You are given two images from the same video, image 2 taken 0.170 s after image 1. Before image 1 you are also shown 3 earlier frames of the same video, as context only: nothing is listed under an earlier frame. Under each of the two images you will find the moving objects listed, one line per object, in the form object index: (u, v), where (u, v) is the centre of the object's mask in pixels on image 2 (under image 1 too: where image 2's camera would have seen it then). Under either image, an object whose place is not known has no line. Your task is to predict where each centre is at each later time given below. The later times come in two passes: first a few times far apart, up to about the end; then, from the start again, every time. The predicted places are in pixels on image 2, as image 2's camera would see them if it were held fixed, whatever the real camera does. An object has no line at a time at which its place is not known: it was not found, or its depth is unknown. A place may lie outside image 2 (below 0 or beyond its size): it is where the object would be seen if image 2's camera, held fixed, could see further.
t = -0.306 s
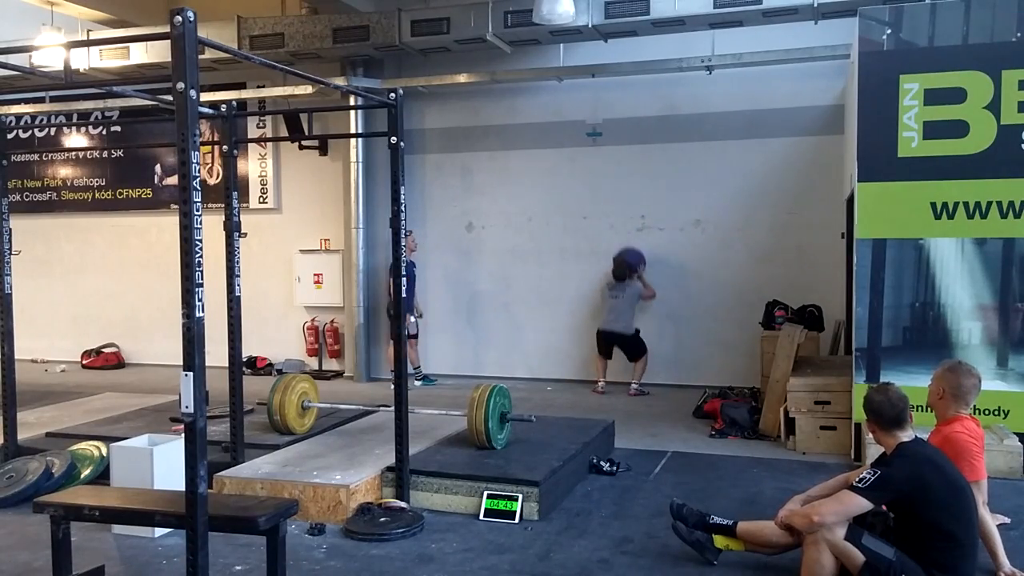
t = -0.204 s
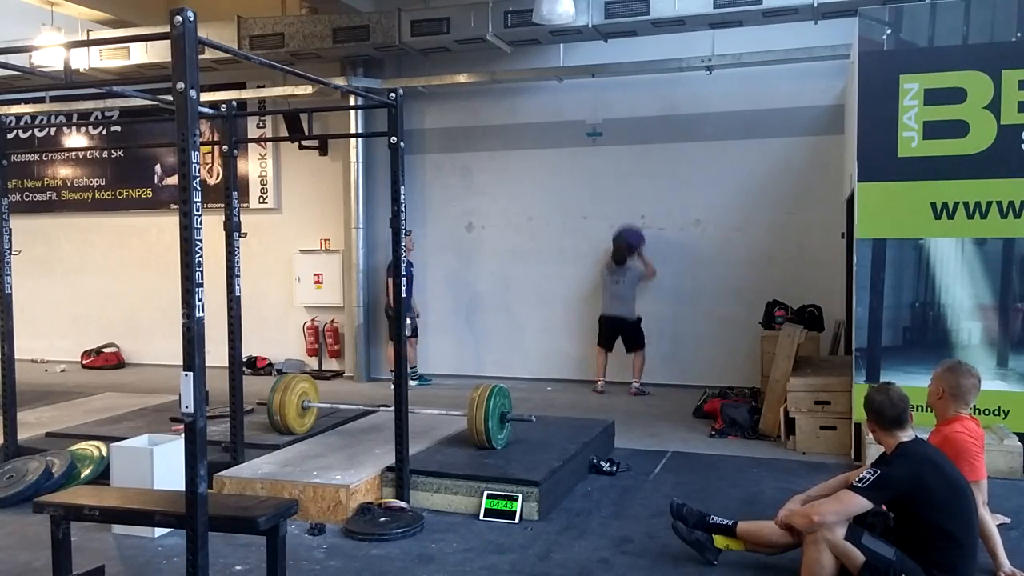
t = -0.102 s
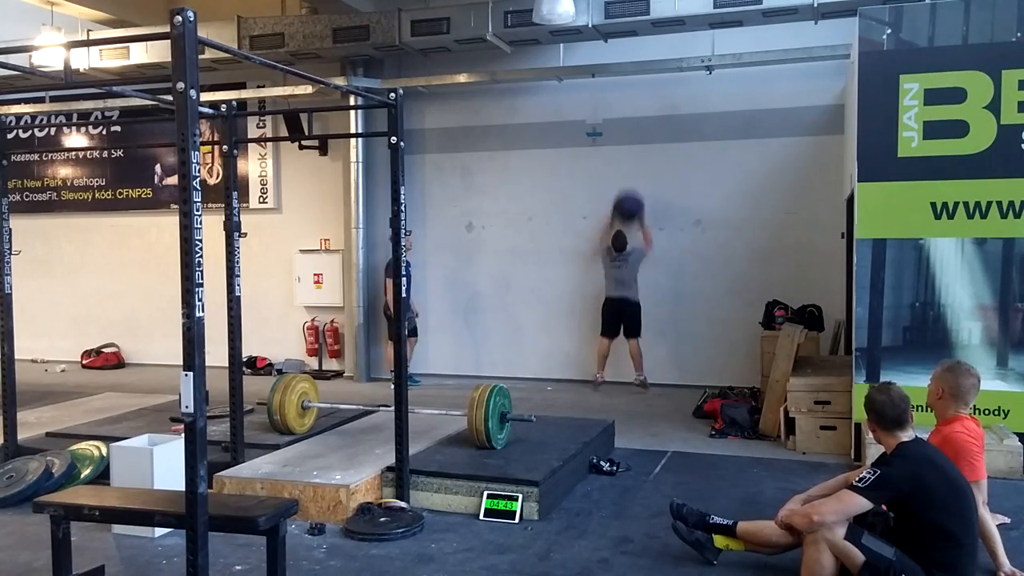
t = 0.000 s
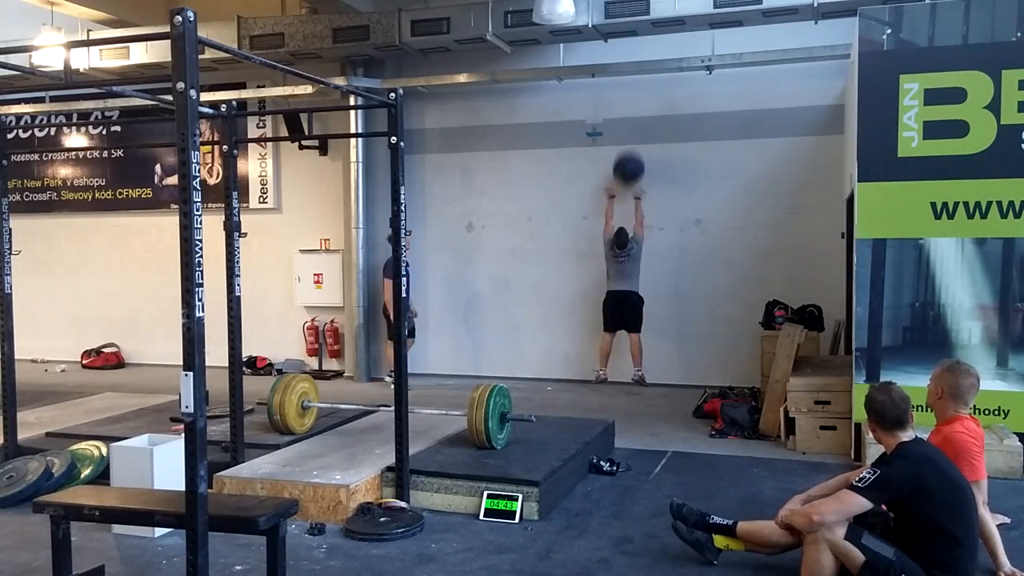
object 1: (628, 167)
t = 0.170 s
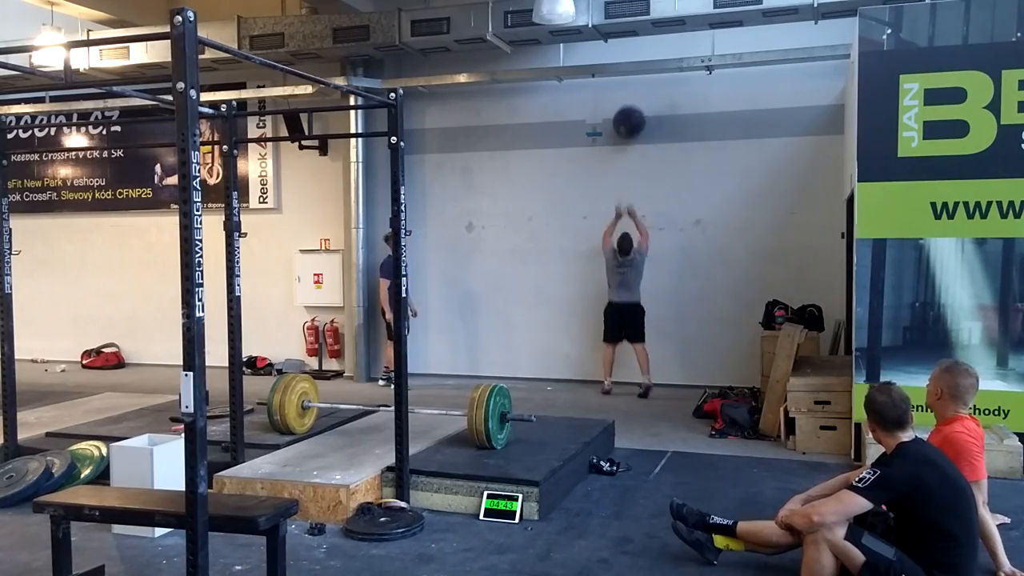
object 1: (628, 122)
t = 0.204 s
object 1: (628, 116)
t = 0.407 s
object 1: (628, 100)
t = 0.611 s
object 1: (627, 121)
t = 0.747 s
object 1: (626, 156)
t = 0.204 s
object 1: (628, 116)
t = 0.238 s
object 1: (628, 110)
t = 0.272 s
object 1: (629, 106)
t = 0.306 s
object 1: (629, 103)
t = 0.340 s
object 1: (629, 101)
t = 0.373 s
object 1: (629, 100)
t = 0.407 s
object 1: (628, 100)
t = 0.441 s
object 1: (628, 101)
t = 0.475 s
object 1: (628, 103)
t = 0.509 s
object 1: (628, 106)
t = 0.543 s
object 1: (627, 110)
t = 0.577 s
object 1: (627, 115)
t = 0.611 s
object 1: (627, 121)
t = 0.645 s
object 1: (627, 128)
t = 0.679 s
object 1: (626, 136)
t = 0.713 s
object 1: (626, 146)
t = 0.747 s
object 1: (626, 156)
